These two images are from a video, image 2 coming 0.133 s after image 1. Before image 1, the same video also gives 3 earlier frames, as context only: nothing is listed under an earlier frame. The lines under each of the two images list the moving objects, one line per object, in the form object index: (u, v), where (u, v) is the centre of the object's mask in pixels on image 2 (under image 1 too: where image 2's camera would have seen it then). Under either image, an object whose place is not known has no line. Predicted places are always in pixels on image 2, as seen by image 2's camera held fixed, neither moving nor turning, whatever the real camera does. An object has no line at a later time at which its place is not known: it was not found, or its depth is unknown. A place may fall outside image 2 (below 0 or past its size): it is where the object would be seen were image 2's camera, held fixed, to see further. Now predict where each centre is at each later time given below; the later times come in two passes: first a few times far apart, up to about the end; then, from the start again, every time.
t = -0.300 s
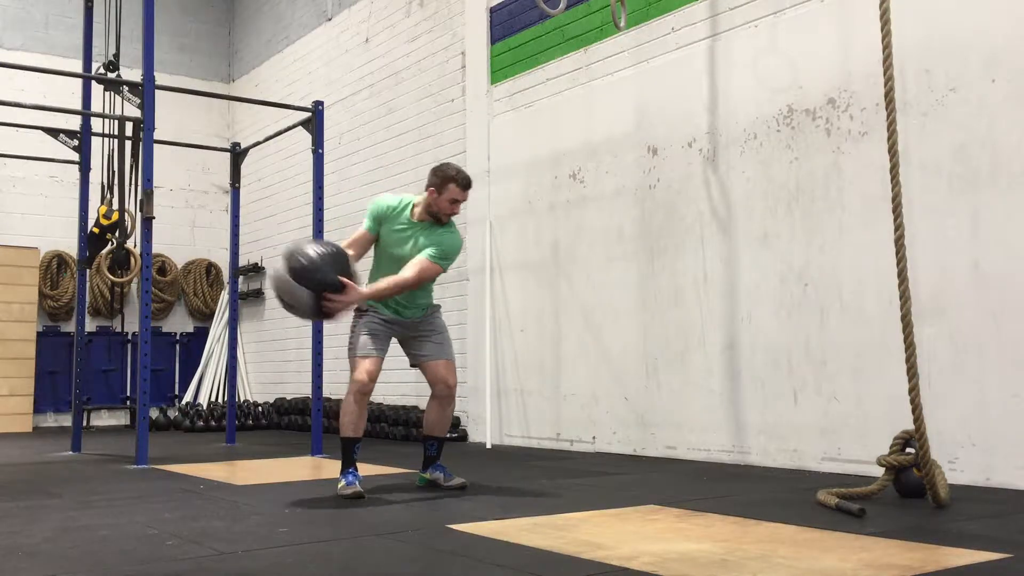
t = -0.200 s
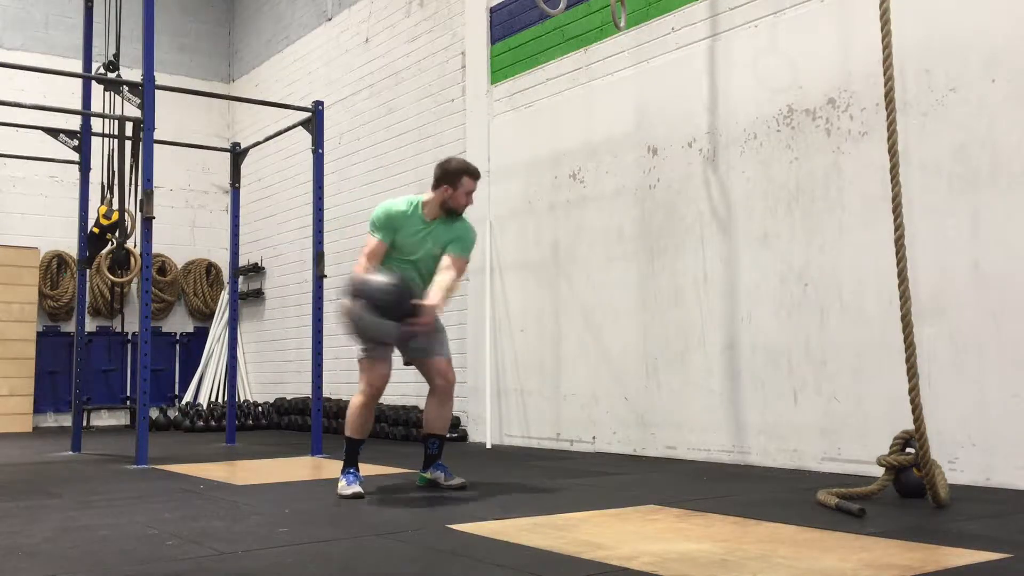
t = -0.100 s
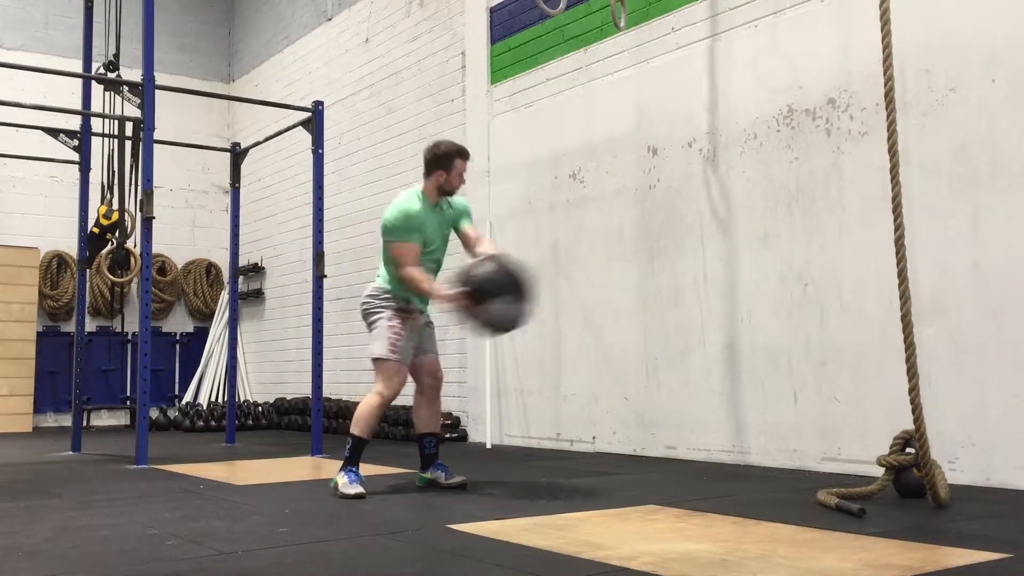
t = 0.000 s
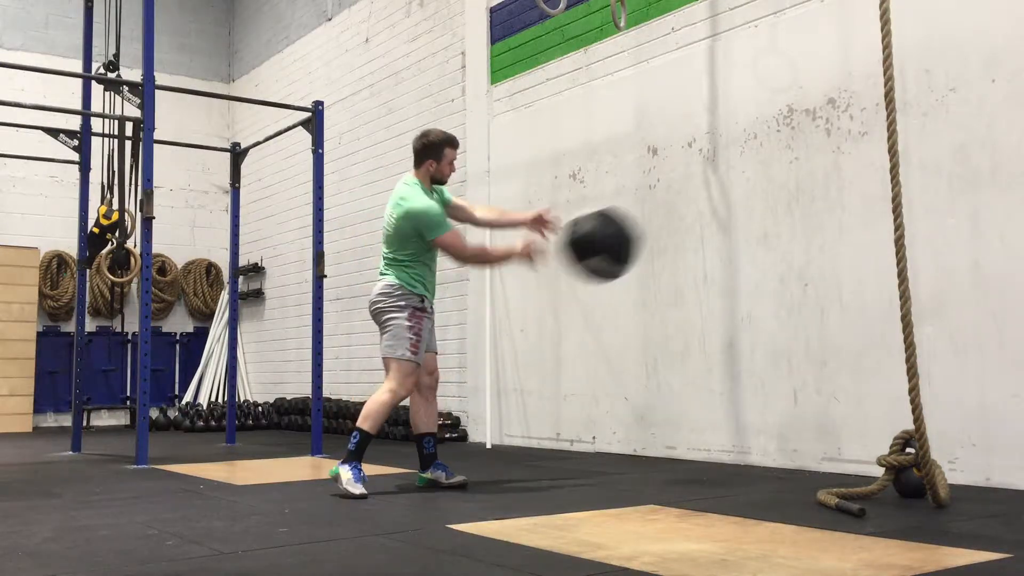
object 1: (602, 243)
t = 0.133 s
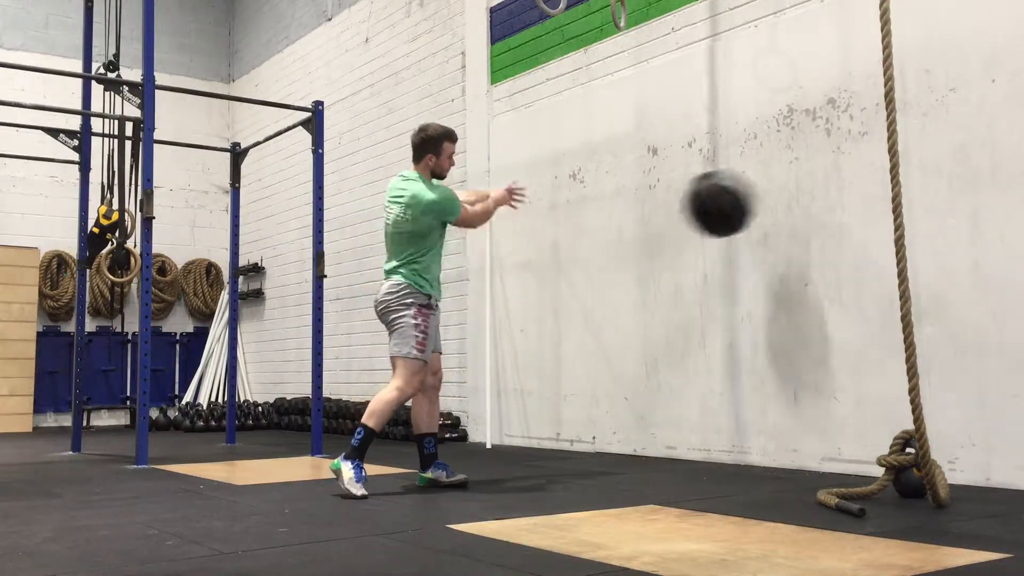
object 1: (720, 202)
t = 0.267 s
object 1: (729, 193)
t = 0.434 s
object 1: (650, 219)
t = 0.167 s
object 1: (747, 199)
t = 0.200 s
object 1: (761, 197)
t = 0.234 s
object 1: (744, 194)
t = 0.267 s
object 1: (729, 193)
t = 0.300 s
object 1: (713, 194)
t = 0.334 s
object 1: (698, 197)
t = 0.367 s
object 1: (682, 202)
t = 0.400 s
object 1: (666, 209)
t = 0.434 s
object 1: (650, 219)
